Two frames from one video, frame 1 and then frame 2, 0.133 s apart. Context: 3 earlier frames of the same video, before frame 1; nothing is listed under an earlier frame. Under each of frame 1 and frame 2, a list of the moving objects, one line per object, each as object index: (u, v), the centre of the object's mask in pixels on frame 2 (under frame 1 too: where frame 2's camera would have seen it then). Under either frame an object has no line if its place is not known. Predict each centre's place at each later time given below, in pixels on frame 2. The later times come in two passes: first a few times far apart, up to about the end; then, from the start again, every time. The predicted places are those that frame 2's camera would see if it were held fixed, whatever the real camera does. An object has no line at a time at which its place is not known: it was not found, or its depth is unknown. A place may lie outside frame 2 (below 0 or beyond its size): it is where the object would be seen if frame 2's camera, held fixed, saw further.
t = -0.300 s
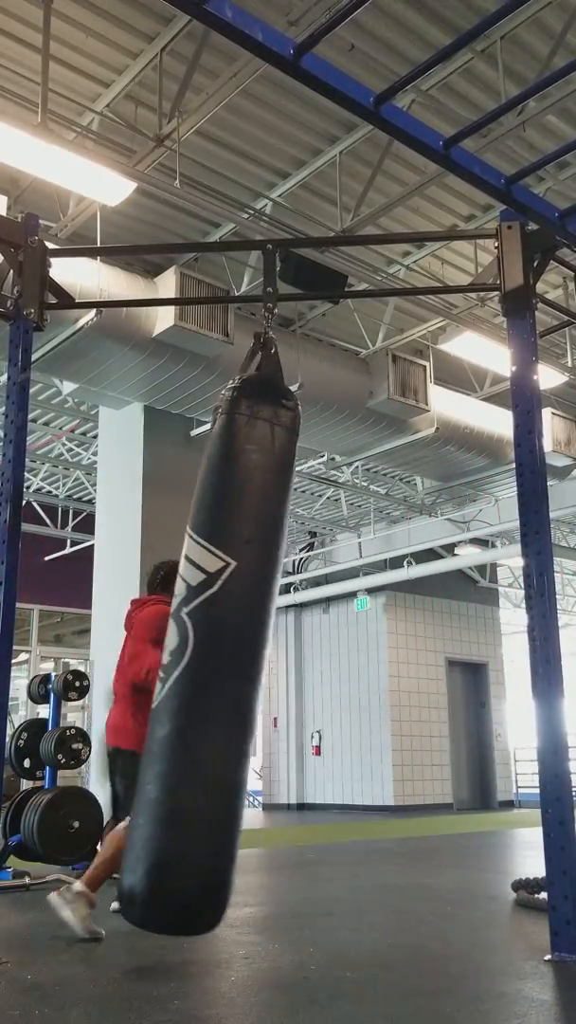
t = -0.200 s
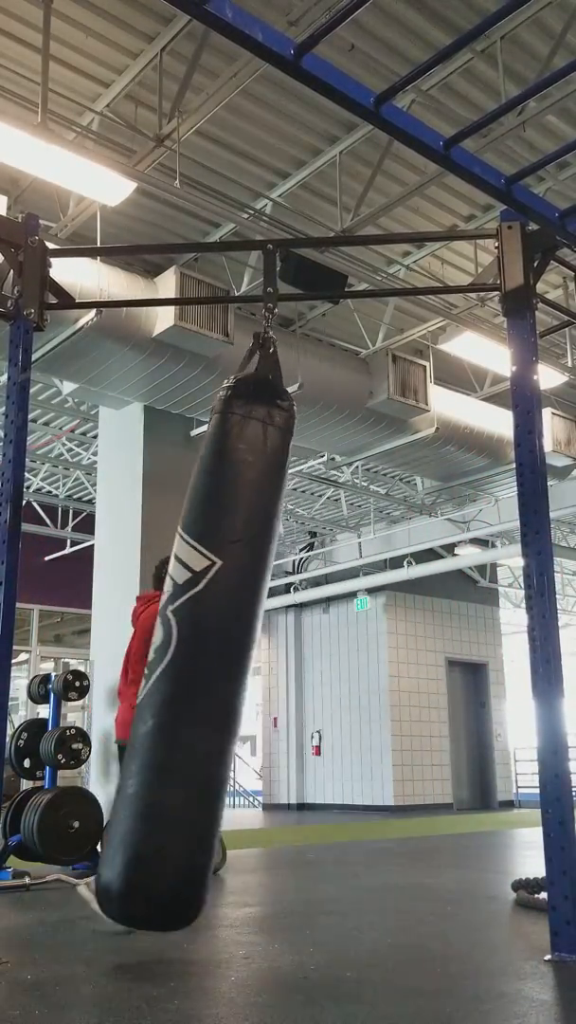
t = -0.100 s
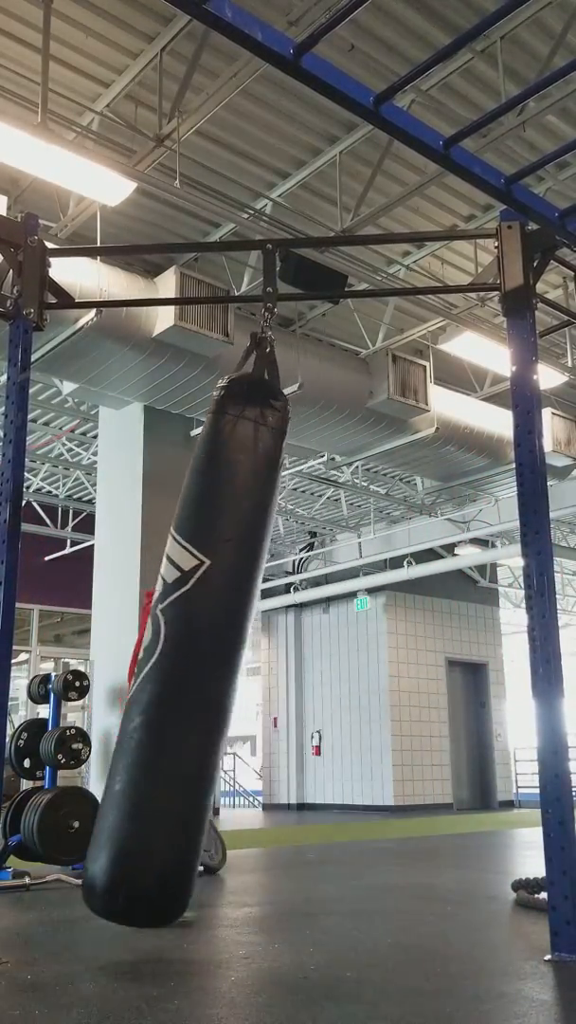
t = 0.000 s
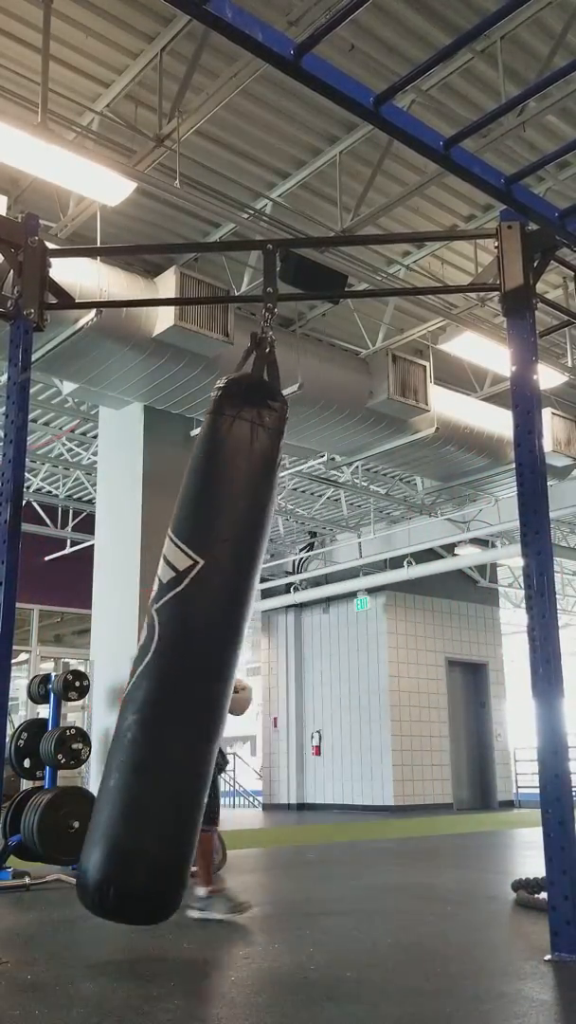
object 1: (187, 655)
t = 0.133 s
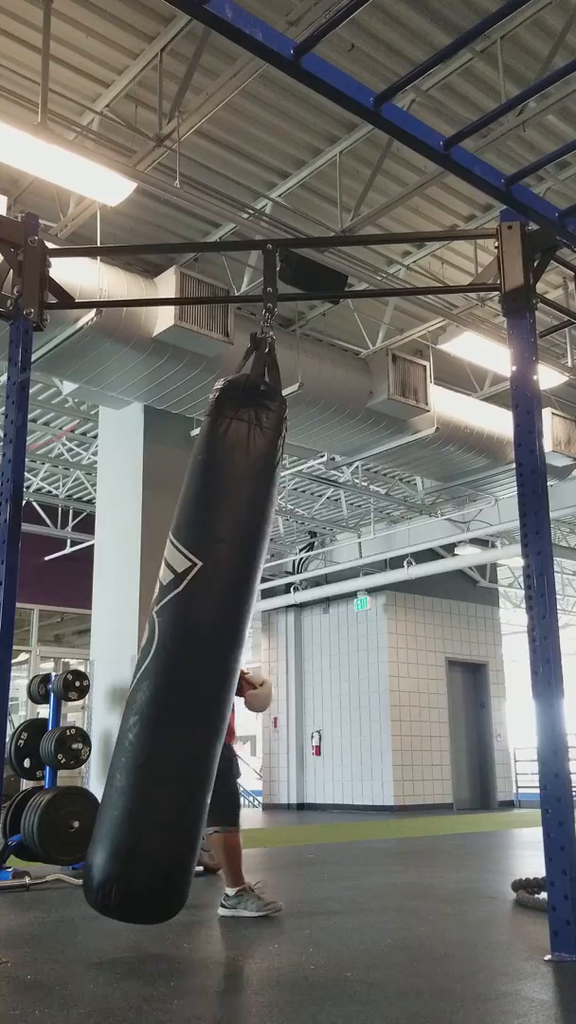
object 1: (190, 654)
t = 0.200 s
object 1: (195, 654)
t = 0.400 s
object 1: (220, 656)
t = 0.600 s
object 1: (257, 657)
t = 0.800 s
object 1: (296, 657)
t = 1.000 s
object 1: (331, 656)
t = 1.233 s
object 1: (354, 653)
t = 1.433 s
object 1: (353, 655)
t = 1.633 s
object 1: (332, 660)
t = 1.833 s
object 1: (295, 665)
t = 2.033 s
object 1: (250, 665)
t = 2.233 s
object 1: (213, 661)
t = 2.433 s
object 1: (192, 657)
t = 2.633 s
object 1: (191, 653)
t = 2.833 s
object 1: (208, 654)
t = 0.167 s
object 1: (193, 653)
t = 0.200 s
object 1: (195, 654)
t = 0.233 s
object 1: (198, 655)
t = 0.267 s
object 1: (202, 655)
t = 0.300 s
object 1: (206, 654)
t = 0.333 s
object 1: (210, 654)
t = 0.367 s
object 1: (215, 655)
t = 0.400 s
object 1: (220, 656)
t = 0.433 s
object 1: (226, 656)
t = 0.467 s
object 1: (232, 657)
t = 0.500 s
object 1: (237, 657)
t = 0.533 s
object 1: (244, 657)
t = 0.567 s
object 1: (250, 657)
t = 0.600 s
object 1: (257, 657)
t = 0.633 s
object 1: (263, 657)
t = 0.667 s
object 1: (270, 657)
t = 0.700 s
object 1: (277, 657)
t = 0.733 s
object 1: (283, 658)
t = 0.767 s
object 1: (290, 657)
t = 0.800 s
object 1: (296, 657)
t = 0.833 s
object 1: (302, 657)
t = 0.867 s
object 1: (309, 657)
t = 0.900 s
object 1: (314, 656)
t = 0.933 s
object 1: (320, 656)
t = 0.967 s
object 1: (326, 657)
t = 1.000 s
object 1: (331, 656)
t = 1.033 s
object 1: (336, 655)
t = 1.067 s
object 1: (340, 654)
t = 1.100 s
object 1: (344, 654)
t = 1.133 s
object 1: (347, 654)
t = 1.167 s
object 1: (350, 654)
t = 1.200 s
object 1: (352, 653)
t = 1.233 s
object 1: (354, 653)
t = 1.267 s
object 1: (355, 653)
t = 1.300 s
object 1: (356, 653)
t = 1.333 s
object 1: (356, 653)
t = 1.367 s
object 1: (355, 654)
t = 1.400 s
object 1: (354, 654)
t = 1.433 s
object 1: (353, 655)
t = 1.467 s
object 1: (351, 655)
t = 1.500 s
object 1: (348, 656)
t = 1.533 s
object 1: (345, 657)
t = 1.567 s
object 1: (341, 658)
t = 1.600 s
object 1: (336, 659)
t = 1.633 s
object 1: (332, 660)
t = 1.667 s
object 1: (326, 661)
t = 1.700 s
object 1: (321, 662)
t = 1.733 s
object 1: (314, 663)
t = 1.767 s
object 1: (308, 664)
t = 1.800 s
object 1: (301, 665)
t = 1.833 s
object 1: (295, 665)
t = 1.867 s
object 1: (288, 666)
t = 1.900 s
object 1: (280, 666)
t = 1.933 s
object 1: (272, 666)
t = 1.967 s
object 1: (265, 666)
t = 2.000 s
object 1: (257, 665)
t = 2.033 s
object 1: (250, 665)
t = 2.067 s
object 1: (243, 666)
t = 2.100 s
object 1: (236, 665)
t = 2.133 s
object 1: (230, 664)
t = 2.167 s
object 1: (224, 663)
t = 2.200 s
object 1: (218, 662)
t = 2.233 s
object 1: (213, 661)
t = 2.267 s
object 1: (208, 660)
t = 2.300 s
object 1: (204, 659)
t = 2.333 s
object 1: (200, 659)
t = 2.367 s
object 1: (197, 658)
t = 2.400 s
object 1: (194, 657)
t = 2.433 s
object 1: (192, 657)
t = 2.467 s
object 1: (191, 655)
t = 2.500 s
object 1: (189, 655)
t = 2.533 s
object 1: (189, 655)
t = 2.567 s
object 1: (189, 654)
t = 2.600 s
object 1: (189, 654)
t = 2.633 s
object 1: (191, 653)
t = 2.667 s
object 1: (192, 653)
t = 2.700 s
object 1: (195, 652)
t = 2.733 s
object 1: (197, 653)
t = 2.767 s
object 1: (200, 653)
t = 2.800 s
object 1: (204, 653)
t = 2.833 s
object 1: (208, 654)
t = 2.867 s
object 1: (212, 653)
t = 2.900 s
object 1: (217, 654)
